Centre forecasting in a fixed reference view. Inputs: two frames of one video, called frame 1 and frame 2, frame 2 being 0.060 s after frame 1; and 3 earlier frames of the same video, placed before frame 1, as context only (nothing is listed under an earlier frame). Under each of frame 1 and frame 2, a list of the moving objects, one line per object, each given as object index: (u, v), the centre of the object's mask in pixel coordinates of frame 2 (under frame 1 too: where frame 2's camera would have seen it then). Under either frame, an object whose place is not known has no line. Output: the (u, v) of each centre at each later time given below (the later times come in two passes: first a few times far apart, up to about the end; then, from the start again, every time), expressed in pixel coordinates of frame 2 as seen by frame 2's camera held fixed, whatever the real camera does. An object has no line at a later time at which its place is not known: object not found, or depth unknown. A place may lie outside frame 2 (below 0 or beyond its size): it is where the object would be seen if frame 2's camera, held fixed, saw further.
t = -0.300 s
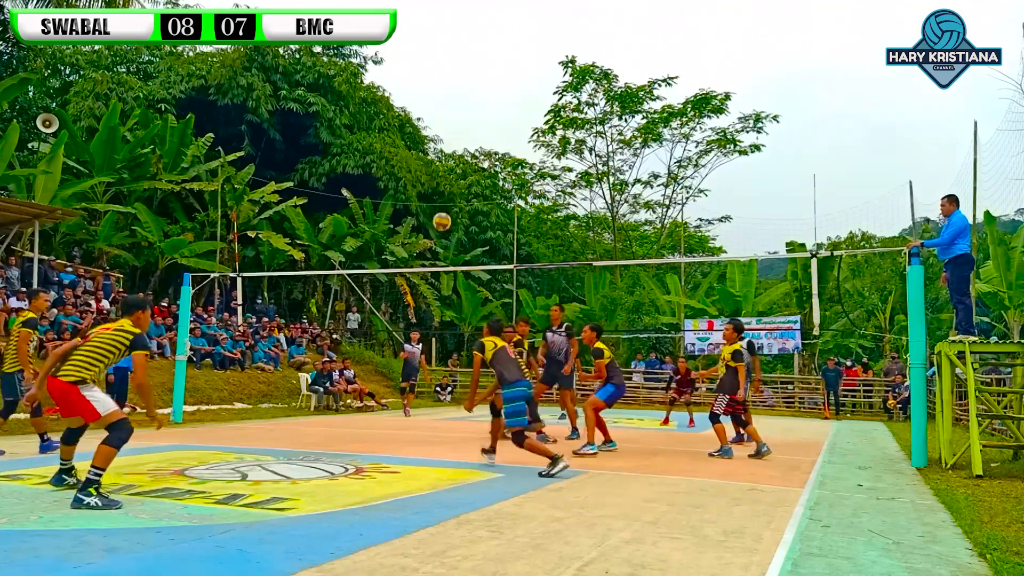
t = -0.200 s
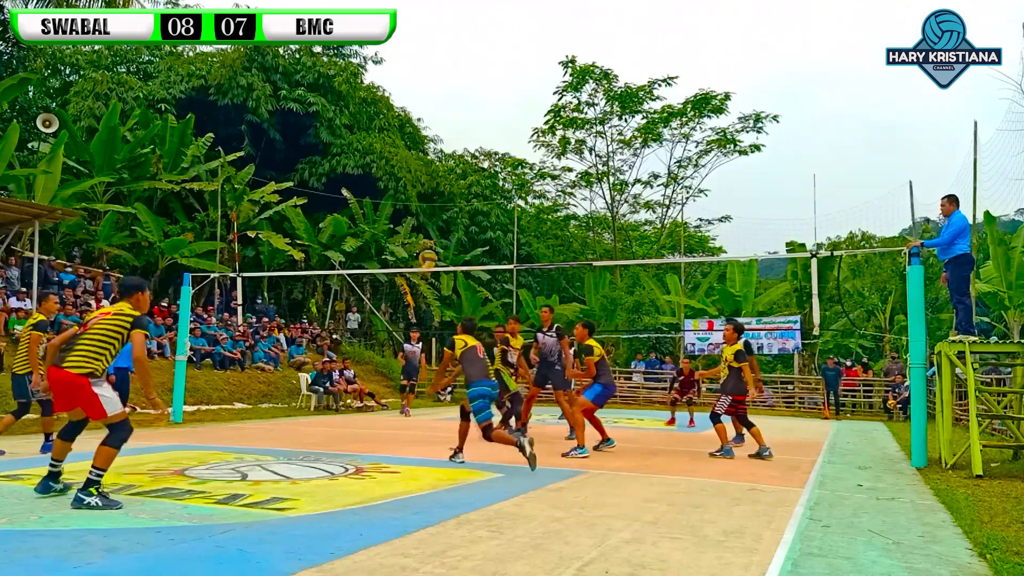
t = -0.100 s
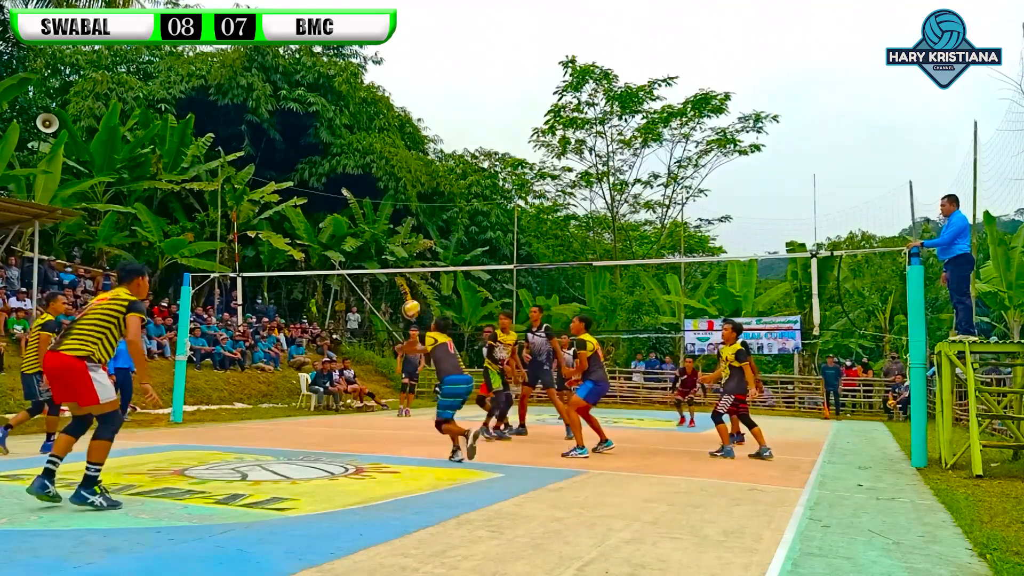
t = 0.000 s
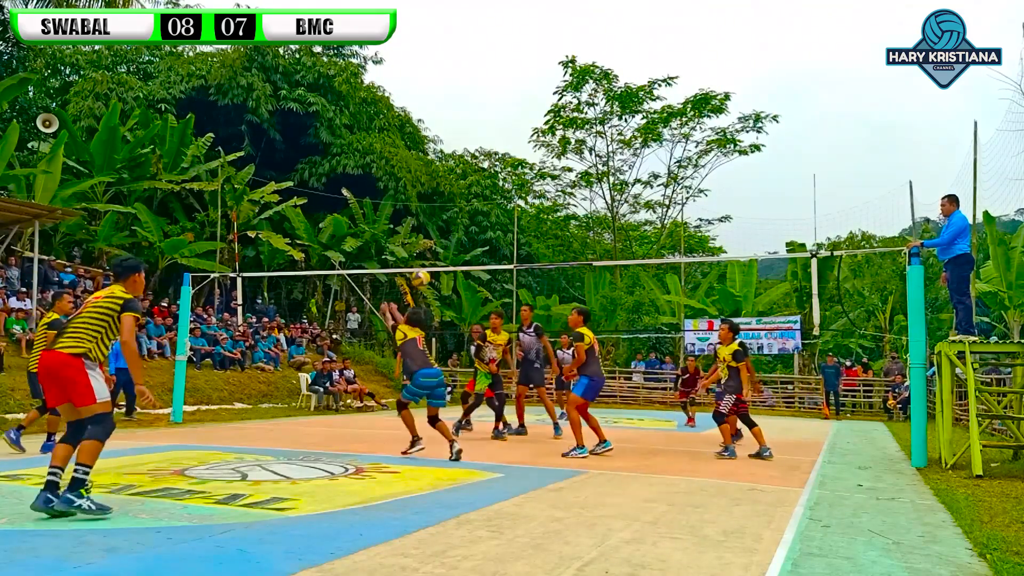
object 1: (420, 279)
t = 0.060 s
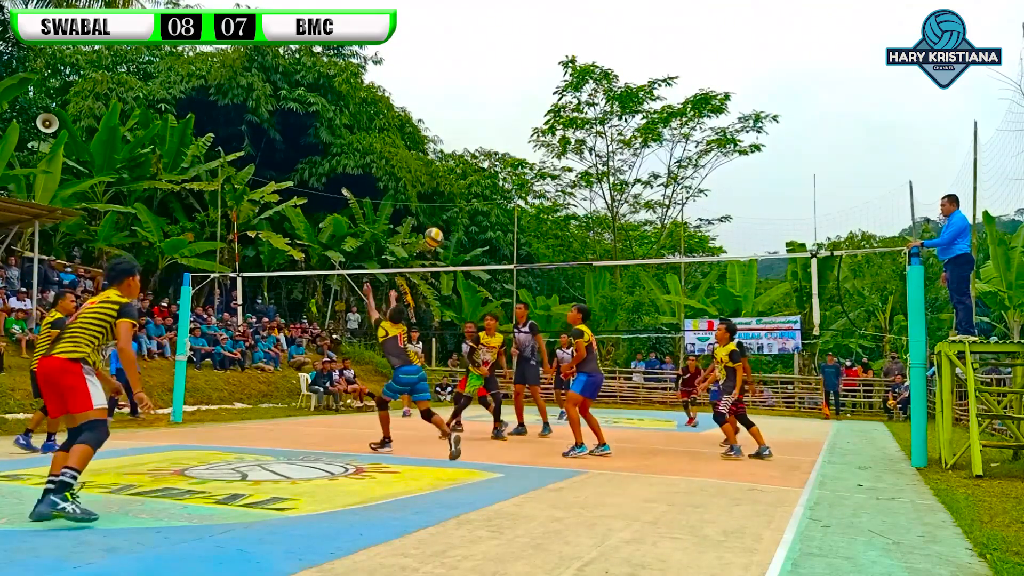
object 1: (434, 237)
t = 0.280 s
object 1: (476, 135)
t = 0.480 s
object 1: (515, 77)
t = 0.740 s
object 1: (564, 55)
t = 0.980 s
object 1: (607, 82)
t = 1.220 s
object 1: (648, 151)
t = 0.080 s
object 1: (437, 228)
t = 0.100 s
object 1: (441, 218)
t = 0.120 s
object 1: (447, 203)
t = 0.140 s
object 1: (449, 196)
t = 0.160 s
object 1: (453, 184)
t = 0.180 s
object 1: (456, 181)
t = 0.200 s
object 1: (461, 166)
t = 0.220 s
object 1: (467, 155)
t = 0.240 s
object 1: (469, 150)
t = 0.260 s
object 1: (474, 139)
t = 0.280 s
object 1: (476, 135)
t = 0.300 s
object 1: (480, 126)
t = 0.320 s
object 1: (484, 119)
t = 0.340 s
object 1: (488, 113)
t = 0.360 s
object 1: (492, 107)
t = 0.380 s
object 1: (496, 101)
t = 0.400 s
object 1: (500, 95)
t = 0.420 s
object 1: (504, 90)
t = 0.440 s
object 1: (508, 86)
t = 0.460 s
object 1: (511, 81)
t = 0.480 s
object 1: (515, 77)
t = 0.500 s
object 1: (519, 73)
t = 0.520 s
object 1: (523, 70)
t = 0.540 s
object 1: (527, 67)
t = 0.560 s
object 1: (531, 64)
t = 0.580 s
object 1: (534, 62)
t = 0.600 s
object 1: (538, 60)
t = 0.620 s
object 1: (542, 59)
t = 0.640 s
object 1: (546, 57)
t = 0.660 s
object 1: (549, 56)
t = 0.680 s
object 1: (553, 56)
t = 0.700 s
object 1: (557, 55)
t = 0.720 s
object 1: (561, 55)
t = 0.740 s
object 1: (564, 55)
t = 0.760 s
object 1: (567, 56)
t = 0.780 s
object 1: (571, 56)
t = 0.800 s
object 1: (575, 57)
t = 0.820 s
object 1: (578, 59)
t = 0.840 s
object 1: (583, 61)
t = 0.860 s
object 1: (585, 62)
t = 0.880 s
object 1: (589, 65)
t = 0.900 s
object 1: (595, 69)
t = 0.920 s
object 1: (595, 70)
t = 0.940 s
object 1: (600, 75)
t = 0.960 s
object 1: (604, 78)
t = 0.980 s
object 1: (607, 82)
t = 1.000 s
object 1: (612, 87)
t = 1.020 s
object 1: (614, 90)
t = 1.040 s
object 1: (618, 97)
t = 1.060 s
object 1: (621, 101)
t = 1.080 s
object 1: (624, 106)
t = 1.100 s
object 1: (631, 114)
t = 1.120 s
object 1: (630, 116)
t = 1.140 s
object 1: (635, 126)
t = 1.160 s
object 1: (639, 132)
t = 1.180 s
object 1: (642, 139)
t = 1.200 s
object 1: (647, 147)
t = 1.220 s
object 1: (648, 151)
